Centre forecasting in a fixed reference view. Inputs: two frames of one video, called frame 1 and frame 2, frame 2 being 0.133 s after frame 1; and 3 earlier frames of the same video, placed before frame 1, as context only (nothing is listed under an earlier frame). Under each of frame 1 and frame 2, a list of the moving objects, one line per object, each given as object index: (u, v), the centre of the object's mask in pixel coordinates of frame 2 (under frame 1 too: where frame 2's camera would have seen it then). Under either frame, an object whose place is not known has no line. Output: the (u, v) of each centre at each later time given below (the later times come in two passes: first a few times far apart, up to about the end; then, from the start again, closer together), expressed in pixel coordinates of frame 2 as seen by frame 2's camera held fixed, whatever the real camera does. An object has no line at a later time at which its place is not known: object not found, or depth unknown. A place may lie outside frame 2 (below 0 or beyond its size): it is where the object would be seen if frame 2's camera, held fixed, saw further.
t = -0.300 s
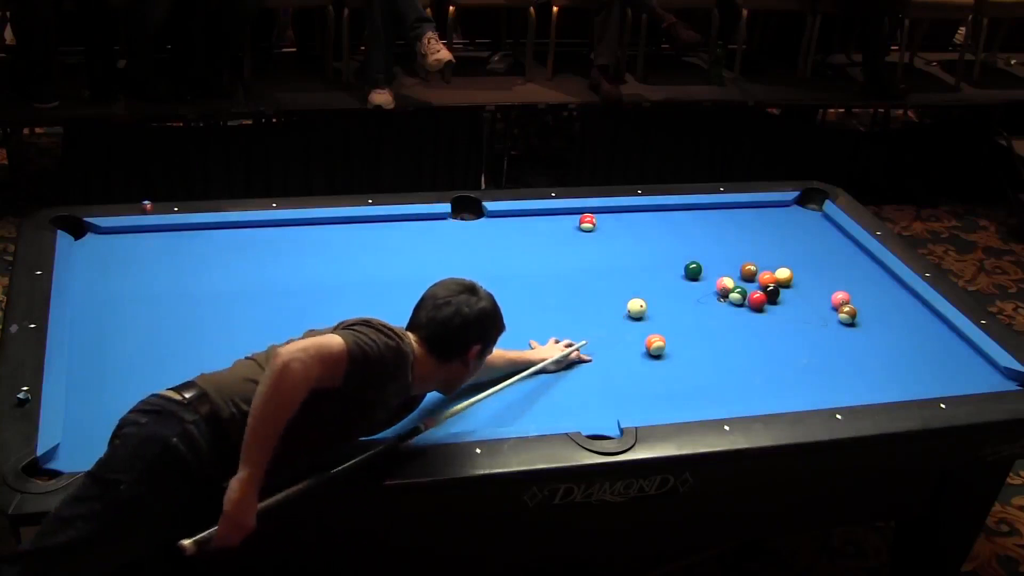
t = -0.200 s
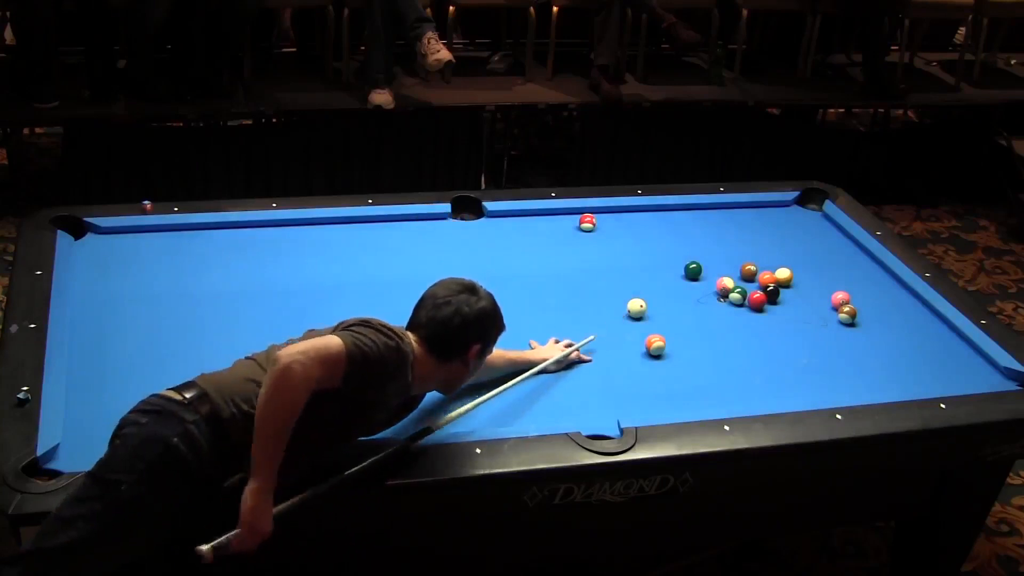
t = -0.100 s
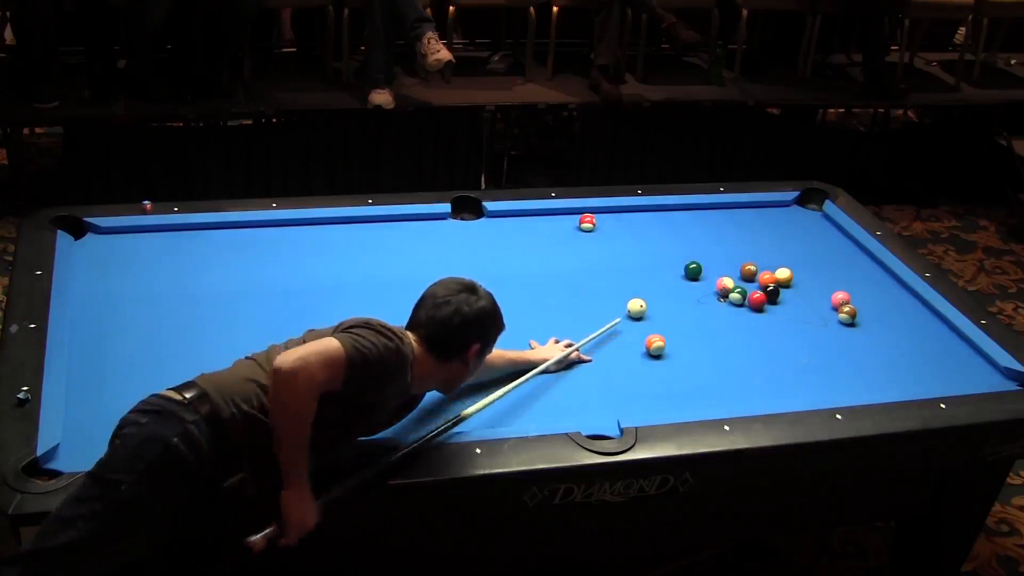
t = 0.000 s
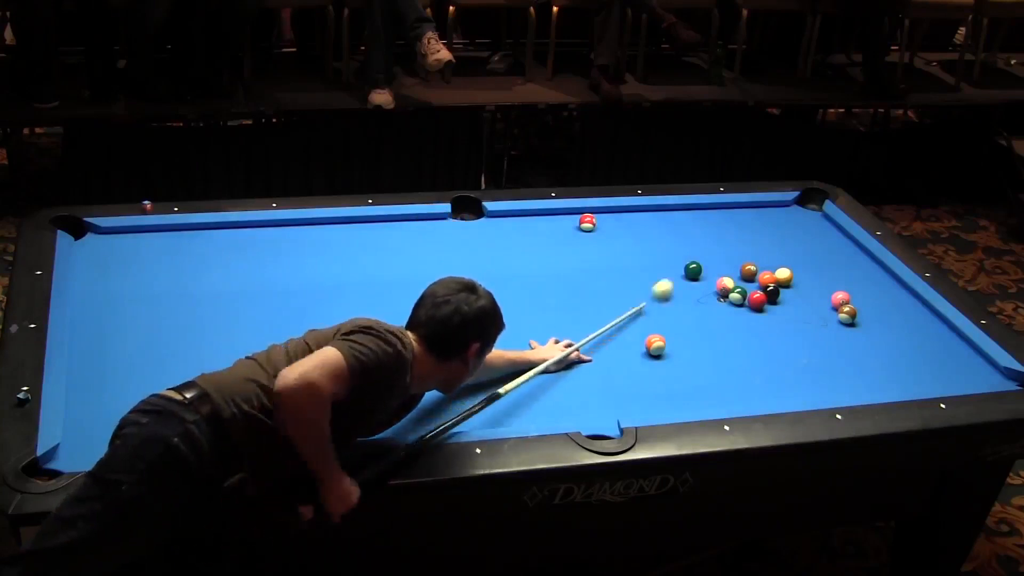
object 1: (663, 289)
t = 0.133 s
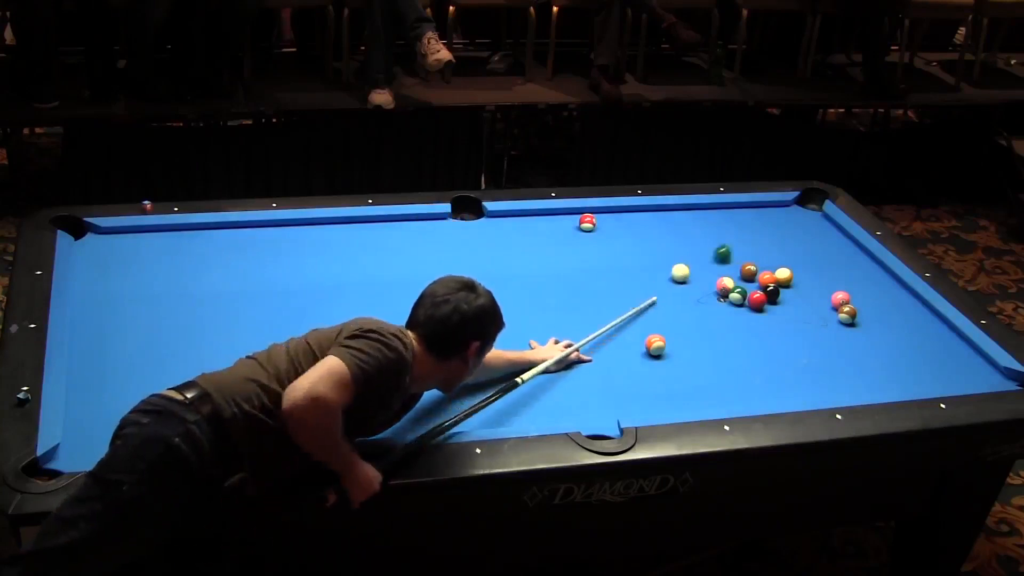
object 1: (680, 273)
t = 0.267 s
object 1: (677, 269)
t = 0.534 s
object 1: (671, 263)
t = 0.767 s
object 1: (666, 258)
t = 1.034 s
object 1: (662, 253)
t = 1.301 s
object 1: (660, 249)
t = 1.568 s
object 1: (658, 246)
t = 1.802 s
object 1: (656, 243)
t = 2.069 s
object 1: (654, 241)
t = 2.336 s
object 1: (652, 240)
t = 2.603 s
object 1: (650, 239)
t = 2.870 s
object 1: (650, 239)
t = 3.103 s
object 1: (650, 239)
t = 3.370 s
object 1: (650, 239)
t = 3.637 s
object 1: (650, 239)
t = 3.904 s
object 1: (650, 239)
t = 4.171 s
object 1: (650, 239)
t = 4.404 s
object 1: (650, 239)
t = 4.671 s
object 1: (650, 239)
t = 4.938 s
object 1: (650, 239)
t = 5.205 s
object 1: (650, 239)
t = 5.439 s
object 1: (650, 239)
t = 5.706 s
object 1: (650, 239)
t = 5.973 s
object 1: (650, 239)
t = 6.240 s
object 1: (650, 239)
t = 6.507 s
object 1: (650, 239)
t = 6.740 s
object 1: (650, 239)
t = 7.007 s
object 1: (650, 239)
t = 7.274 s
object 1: (650, 239)
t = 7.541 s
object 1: (650, 239)
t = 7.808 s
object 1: (650, 239)
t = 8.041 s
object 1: (650, 239)
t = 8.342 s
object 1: (650, 239)
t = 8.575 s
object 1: (650, 239)
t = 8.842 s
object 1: (650, 239)
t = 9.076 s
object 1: (650, 239)
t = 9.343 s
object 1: (650, 239)
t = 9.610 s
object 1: (650, 239)
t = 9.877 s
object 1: (650, 239)
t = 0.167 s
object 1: (680, 272)
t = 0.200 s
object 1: (679, 271)
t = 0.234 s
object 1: (678, 270)
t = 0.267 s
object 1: (677, 269)
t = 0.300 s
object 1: (676, 268)
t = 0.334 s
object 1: (675, 268)
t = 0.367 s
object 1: (675, 267)
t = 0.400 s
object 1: (674, 266)
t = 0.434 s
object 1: (673, 265)
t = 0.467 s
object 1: (672, 264)
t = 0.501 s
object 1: (671, 264)
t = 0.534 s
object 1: (671, 263)
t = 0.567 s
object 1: (670, 262)
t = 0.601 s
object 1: (670, 261)
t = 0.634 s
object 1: (669, 261)
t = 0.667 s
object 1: (668, 260)
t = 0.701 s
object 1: (668, 259)
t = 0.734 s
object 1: (667, 259)
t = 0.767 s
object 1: (666, 258)
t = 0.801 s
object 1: (666, 258)
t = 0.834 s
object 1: (665, 257)
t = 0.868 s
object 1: (665, 256)
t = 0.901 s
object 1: (664, 256)
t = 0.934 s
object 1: (664, 255)
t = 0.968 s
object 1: (664, 254)
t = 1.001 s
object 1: (663, 254)
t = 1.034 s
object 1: (662, 253)
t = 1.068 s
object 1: (662, 252)
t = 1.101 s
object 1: (662, 252)
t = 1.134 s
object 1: (661, 252)
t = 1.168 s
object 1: (661, 251)
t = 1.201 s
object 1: (661, 250)
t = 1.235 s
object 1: (661, 250)
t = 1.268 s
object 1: (660, 249)
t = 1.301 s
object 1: (660, 249)
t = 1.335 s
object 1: (660, 248)
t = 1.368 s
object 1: (659, 248)
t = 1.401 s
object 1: (659, 247)
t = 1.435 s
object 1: (659, 247)
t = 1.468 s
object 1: (659, 247)
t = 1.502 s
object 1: (658, 246)
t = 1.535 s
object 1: (658, 246)
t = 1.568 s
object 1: (658, 246)
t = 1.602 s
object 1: (658, 245)
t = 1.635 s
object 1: (657, 244)
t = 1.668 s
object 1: (657, 244)
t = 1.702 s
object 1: (656, 244)
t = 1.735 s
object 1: (656, 243)
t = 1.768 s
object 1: (656, 243)
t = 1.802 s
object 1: (656, 243)
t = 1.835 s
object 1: (655, 242)
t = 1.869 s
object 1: (655, 242)
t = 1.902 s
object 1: (655, 242)
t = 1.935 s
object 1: (655, 242)
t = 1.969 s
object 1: (654, 242)
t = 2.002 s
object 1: (654, 241)
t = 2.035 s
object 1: (654, 241)
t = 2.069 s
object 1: (654, 241)
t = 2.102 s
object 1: (653, 241)
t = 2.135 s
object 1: (653, 241)
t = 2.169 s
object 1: (653, 240)
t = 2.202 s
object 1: (652, 240)
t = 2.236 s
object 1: (652, 240)
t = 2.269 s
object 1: (652, 240)
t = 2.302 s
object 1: (652, 240)
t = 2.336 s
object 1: (652, 240)
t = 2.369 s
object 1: (651, 240)
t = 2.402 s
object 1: (651, 240)
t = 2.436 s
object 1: (651, 240)
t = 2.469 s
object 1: (651, 240)
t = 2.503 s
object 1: (650, 239)
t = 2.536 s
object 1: (650, 239)
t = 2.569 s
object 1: (650, 239)
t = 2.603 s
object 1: (650, 239)
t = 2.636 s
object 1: (650, 239)
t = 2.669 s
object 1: (650, 239)
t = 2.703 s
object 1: (650, 239)
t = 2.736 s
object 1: (650, 239)
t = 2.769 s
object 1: (650, 239)
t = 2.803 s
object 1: (650, 239)
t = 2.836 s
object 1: (650, 239)
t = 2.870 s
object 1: (650, 239)
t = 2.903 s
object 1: (650, 239)
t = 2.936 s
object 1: (650, 239)
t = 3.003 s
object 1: (650, 239)
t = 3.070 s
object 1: (650, 239)
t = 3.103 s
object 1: (650, 239)
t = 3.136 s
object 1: (650, 239)
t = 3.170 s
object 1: (650, 239)
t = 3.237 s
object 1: (650, 239)
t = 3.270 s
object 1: (650, 239)
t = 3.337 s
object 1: (650, 239)
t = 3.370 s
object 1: (650, 239)
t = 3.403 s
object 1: (650, 239)
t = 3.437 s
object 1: (650, 239)
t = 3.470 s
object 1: (650, 239)
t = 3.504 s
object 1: (650, 239)
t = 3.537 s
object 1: (650, 239)
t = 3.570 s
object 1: (650, 239)
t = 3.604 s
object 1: (650, 239)
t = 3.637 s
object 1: (650, 239)
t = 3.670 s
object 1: (650, 239)
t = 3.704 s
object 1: (650, 239)
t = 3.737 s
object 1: (650, 239)
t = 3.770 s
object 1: (650, 239)
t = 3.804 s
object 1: (650, 239)
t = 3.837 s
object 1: (650, 239)
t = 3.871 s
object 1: (650, 239)
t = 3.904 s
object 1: (650, 239)
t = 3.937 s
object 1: (650, 239)
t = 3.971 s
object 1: (650, 239)
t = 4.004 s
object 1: (650, 239)
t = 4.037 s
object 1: (650, 239)
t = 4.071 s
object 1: (650, 239)
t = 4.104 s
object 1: (650, 239)
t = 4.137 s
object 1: (650, 239)
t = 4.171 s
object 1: (650, 239)
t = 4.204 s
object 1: (650, 239)
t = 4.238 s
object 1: (650, 239)
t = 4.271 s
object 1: (650, 239)
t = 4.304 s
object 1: (650, 239)
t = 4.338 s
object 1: (650, 239)
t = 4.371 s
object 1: (650, 239)
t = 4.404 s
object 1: (650, 239)
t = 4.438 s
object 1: (650, 239)
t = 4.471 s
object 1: (650, 239)
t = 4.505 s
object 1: (650, 239)
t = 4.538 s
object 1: (650, 239)
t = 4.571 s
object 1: (650, 239)
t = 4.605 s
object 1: (650, 239)
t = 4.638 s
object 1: (650, 239)
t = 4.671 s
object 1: (650, 239)
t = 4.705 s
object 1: (650, 239)
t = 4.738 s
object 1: (650, 239)
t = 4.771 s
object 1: (650, 239)
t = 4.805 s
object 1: (650, 239)
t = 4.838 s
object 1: (650, 239)
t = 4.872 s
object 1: (650, 239)
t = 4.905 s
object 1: (650, 239)
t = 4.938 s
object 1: (650, 239)
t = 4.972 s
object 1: (650, 239)
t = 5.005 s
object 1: (650, 239)
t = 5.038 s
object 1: (650, 239)
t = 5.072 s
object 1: (650, 239)
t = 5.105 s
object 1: (650, 239)
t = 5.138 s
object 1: (650, 239)
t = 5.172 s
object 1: (650, 239)
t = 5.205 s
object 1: (650, 239)
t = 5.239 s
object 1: (650, 239)
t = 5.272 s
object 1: (650, 239)
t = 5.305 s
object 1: (650, 239)
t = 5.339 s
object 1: (650, 239)
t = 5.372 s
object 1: (650, 239)
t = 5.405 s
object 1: (650, 239)
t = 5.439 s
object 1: (650, 239)
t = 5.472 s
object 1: (650, 239)
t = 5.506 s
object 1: (650, 239)
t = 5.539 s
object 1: (650, 239)
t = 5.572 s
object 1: (650, 239)
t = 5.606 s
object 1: (650, 239)
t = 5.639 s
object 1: (650, 239)
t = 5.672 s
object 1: (650, 239)
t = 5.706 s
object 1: (650, 239)
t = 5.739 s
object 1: (650, 239)
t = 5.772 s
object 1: (650, 239)
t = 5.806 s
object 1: (650, 239)
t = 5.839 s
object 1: (650, 239)
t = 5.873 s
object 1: (650, 239)
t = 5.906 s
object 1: (650, 239)
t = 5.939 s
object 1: (650, 239)
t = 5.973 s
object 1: (650, 239)
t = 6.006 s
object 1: (650, 239)
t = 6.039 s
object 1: (650, 239)
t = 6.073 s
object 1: (650, 239)
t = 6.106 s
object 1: (650, 239)
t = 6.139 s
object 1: (650, 239)
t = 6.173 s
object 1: (650, 239)
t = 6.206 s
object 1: (650, 239)
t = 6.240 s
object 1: (650, 239)
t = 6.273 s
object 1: (650, 239)
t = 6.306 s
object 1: (650, 239)
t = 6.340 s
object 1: (650, 239)
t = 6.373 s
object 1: (650, 239)
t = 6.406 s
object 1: (650, 239)
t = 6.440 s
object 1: (650, 239)
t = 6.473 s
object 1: (650, 239)
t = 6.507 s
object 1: (650, 239)
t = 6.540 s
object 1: (650, 239)
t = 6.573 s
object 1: (650, 239)
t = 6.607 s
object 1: (650, 239)
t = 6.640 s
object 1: (650, 239)
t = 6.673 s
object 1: (650, 239)
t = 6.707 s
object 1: (650, 239)
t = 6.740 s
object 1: (650, 239)
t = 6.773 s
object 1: (650, 239)
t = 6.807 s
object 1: (650, 239)
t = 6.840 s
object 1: (650, 239)
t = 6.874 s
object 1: (650, 239)
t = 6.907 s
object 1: (650, 239)
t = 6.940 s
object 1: (650, 239)
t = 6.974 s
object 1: (650, 239)
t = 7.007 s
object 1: (650, 239)
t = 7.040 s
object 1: (650, 239)
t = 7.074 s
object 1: (650, 239)
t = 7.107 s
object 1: (650, 239)
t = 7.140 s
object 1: (650, 239)
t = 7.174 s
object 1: (650, 239)
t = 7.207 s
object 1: (650, 239)
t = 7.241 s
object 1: (650, 239)
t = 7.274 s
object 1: (650, 239)
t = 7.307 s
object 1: (650, 239)
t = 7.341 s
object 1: (650, 239)
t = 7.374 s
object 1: (650, 239)
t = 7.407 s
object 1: (650, 239)
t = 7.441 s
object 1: (650, 239)
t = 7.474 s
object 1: (650, 239)
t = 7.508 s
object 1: (650, 239)
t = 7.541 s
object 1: (650, 239)
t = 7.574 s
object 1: (650, 239)
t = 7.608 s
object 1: (650, 239)
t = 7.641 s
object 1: (650, 239)
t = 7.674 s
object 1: (650, 239)
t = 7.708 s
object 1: (650, 239)
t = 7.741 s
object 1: (650, 239)
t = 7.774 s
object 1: (650, 239)
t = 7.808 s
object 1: (650, 239)
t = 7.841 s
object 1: (650, 239)
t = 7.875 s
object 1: (650, 239)
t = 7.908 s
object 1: (650, 239)
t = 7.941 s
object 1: (650, 239)
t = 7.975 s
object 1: (650, 239)
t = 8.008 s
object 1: (650, 239)
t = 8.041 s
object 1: (650, 239)
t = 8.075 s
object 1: (650, 239)
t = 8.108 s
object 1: (650, 239)
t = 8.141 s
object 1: (650, 239)
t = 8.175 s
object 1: (650, 239)
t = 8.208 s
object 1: (650, 239)
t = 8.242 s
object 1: (650, 239)
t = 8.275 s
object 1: (650, 239)
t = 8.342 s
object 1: (650, 239)
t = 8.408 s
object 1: (650, 239)
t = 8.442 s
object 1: (650, 239)
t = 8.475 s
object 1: (650, 239)
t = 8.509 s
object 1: (650, 239)
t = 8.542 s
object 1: (650, 239)
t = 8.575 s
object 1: (650, 239)
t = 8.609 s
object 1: (650, 239)
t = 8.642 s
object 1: (650, 239)
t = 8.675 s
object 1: (650, 239)
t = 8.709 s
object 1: (650, 239)
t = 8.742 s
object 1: (650, 239)
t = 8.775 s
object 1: (650, 239)
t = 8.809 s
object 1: (650, 239)
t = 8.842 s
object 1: (650, 239)
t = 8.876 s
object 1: (650, 239)
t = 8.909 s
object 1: (650, 239)
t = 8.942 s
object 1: (650, 239)
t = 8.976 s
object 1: (650, 239)
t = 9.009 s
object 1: (650, 239)
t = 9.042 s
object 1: (650, 239)
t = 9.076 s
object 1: (650, 239)
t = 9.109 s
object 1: (650, 239)
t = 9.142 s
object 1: (650, 239)
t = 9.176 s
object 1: (650, 239)
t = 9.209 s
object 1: (650, 239)
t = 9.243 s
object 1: (650, 239)
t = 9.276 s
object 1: (650, 239)
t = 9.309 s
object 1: (650, 239)
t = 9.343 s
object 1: (650, 239)
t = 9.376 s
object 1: (650, 239)
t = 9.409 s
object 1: (650, 239)
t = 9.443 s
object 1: (650, 239)
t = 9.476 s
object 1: (650, 239)
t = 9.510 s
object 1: (650, 239)
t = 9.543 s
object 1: (650, 239)
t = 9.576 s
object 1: (650, 239)
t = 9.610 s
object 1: (650, 239)
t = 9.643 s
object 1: (650, 239)
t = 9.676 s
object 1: (650, 239)
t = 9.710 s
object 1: (650, 239)
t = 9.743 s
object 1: (650, 239)
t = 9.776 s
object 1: (650, 239)
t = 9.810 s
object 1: (650, 239)
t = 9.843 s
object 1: (650, 239)
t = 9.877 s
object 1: (650, 239)
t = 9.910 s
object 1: (650, 239)
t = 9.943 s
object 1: (650, 239)
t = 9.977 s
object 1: (650, 239)
